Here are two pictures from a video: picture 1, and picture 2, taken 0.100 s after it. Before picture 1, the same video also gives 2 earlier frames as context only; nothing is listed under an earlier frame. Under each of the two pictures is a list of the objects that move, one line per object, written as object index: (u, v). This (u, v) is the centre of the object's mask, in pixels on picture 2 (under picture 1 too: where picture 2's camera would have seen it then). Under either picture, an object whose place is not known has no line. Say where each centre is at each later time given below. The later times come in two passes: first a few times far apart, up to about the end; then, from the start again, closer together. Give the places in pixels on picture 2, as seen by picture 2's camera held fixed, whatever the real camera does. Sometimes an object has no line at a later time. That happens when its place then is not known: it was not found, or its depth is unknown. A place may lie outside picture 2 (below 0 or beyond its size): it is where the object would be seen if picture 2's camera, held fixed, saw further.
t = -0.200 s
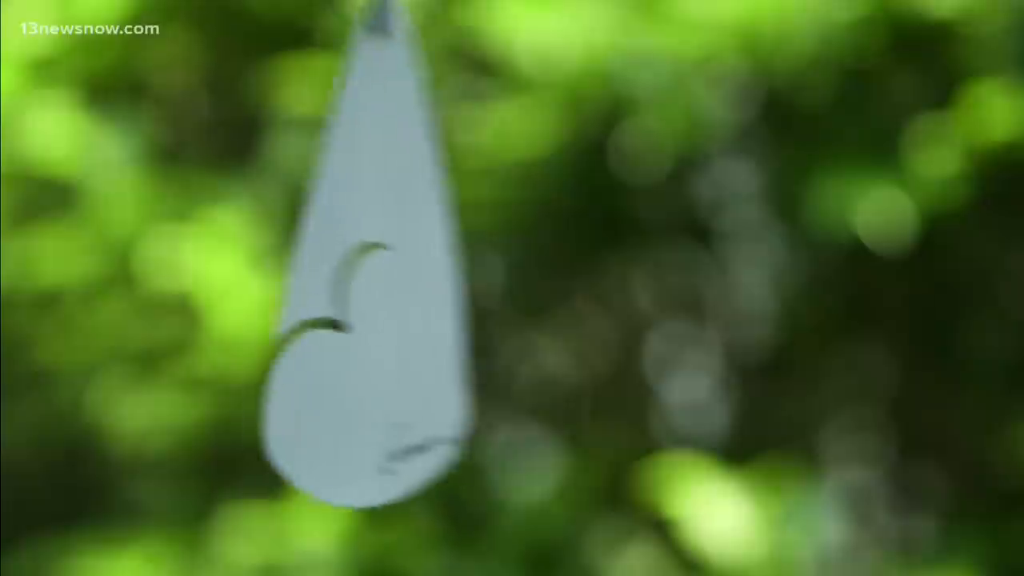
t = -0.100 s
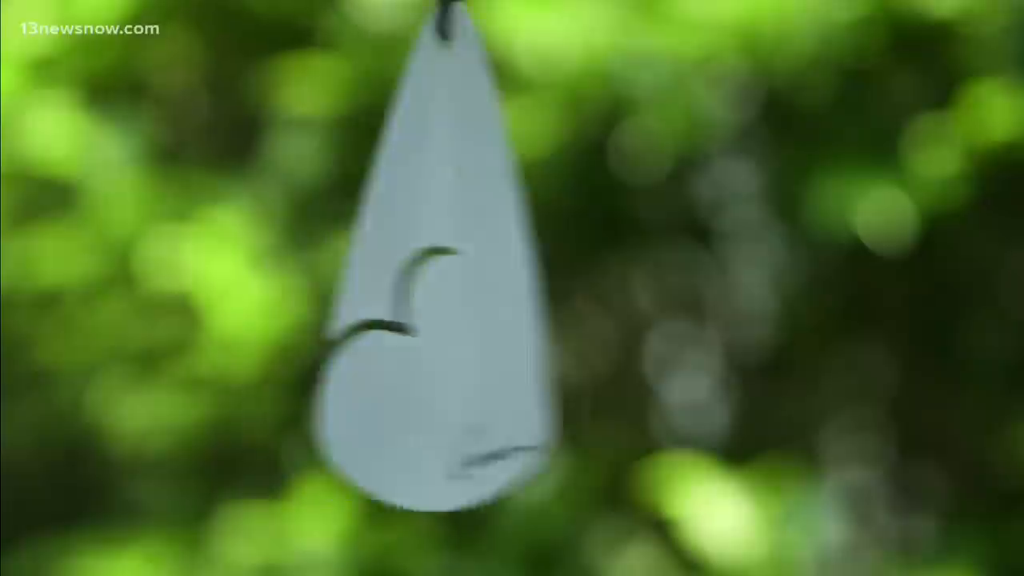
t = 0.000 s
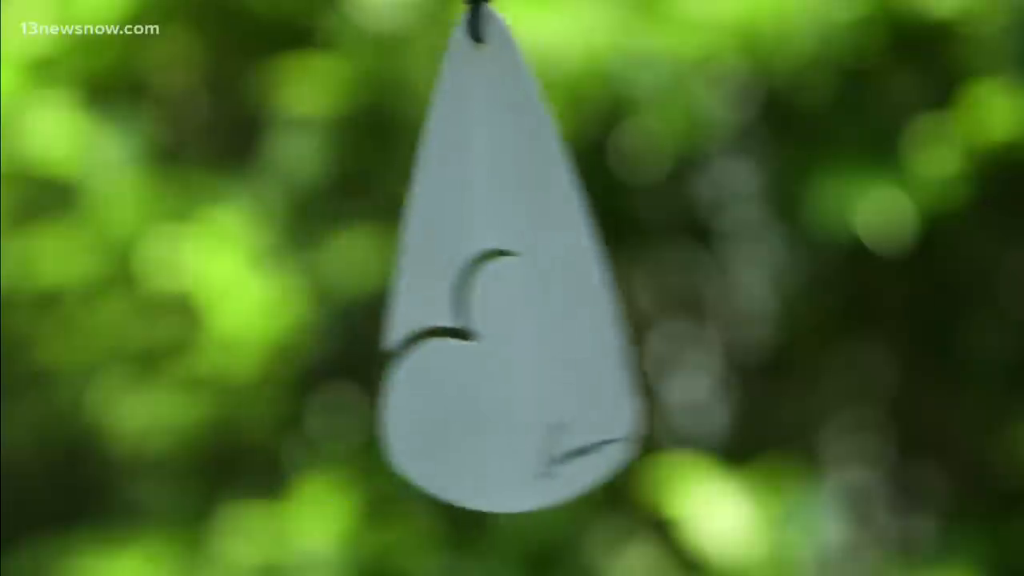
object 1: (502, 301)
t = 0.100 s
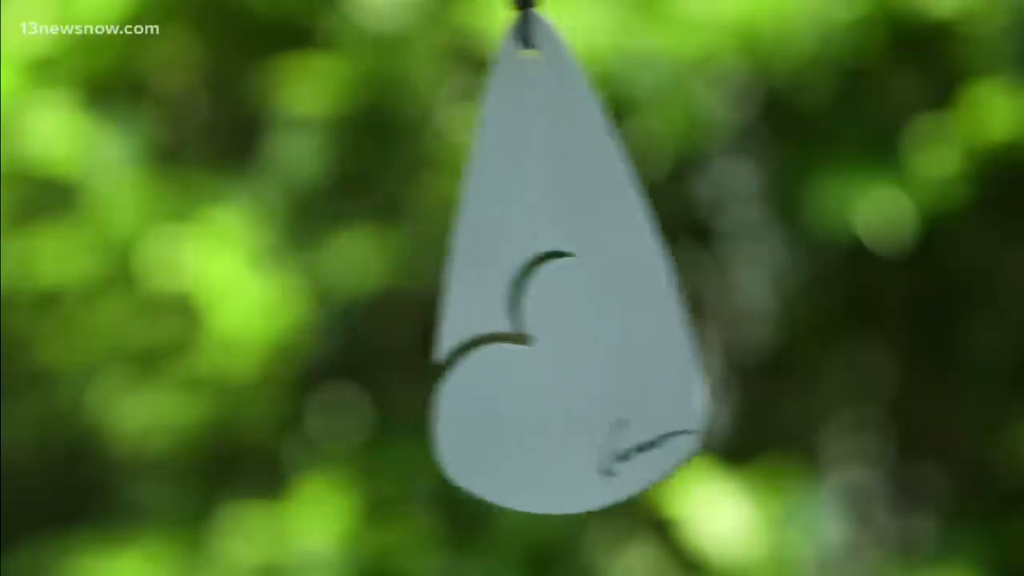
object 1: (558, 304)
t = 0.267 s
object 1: (633, 305)
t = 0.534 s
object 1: (704, 305)
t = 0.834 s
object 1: (726, 304)
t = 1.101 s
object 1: (691, 306)
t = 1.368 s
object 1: (604, 307)
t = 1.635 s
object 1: (493, 308)
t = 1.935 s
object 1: (382, 298)
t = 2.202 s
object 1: (334, 293)
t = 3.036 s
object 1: (657, 312)
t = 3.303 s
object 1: (766, 303)
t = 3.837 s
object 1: (619, 315)
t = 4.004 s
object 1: (496, 311)
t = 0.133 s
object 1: (576, 305)
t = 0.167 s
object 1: (591, 305)
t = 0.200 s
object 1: (606, 306)
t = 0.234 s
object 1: (620, 306)
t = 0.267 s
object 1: (633, 305)
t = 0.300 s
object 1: (645, 305)
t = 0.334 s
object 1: (656, 305)
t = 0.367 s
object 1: (666, 306)
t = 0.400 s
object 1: (675, 306)
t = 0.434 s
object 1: (683, 305)
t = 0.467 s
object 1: (691, 305)
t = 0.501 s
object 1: (698, 305)
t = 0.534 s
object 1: (704, 305)
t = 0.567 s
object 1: (709, 304)
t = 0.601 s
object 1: (714, 303)
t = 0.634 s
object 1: (717, 303)
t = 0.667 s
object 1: (721, 303)
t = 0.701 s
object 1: (724, 304)
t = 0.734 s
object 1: (725, 303)
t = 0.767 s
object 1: (726, 303)
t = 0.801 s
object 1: (726, 304)
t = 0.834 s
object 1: (726, 304)
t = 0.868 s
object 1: (724, 303)
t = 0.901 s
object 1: (721, 303)
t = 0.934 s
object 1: (719, 304)
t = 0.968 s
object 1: (715, 305)
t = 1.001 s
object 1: (710, 306)
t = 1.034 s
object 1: (704, 305)
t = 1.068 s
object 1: (698, 307)
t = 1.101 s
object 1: (691, 306)
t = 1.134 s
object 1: (682, 305)
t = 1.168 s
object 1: (672, 307)
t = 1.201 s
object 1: (663, 306)
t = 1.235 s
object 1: (652, 306)
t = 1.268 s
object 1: (641, 306)
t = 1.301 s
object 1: (629, 307)
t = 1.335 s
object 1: (617, 307)
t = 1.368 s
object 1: (604, 307)
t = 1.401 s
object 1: (591, 309)
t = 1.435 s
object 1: (578, 309)
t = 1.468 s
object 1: (564, 309)
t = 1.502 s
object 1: (550, 309)
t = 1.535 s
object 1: (536, 308)
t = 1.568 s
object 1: (522, 308)
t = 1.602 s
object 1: (507, 308)
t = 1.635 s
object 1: (493, 308)
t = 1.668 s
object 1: (479, 307)
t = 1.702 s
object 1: (466, 306)
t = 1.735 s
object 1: (452, 305)
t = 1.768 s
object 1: (438, 305)
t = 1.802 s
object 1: (426, 302)
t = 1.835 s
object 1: (415, 300)
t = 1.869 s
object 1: (403, 300)
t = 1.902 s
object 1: (392, 299)
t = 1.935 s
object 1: (382, 298)
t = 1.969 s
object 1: (373, 297)
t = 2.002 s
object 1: (364, 297)
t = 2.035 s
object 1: (356, 295)
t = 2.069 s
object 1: (350, 295)
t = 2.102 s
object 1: (345, 294)
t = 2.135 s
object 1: (340, 294)
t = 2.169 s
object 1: (336, 293)
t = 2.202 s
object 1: (334, 293)
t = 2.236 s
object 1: (333, 292)
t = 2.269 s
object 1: (333, 291)
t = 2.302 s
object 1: (335, 291)
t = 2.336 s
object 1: (339, 291)
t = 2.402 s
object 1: (348, 291)
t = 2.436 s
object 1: (355, 292)
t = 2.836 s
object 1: (539, 309)
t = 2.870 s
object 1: (559, 311)
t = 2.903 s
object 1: (579, 312)
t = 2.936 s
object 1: (600, 313)
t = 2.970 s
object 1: (620, 313)
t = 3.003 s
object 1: (638, 312)
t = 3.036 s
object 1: (657, 312)
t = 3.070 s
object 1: (675, 312)
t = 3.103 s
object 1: (692, 311)
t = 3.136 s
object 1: (709, 311)
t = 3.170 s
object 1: (724, 309)
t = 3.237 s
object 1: (748, 306)
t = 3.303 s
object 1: (766, 303)
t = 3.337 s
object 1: (774, 304)
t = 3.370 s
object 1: (779, 303)
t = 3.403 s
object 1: (781, 302)
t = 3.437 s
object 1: (781, 301)
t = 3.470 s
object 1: (778, 299)
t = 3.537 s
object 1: (766, 300)
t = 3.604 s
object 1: (748, 302)
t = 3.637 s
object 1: (735, 303)
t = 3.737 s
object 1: (685, 309)
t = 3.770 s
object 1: (664, 310)
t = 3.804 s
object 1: (642, 313)
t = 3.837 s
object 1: (619, 315)
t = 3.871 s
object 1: (595, 316)
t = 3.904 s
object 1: (572, 316)
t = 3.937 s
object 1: (546, 315)
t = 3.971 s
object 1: (521, 313)
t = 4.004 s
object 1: (496, 311)
